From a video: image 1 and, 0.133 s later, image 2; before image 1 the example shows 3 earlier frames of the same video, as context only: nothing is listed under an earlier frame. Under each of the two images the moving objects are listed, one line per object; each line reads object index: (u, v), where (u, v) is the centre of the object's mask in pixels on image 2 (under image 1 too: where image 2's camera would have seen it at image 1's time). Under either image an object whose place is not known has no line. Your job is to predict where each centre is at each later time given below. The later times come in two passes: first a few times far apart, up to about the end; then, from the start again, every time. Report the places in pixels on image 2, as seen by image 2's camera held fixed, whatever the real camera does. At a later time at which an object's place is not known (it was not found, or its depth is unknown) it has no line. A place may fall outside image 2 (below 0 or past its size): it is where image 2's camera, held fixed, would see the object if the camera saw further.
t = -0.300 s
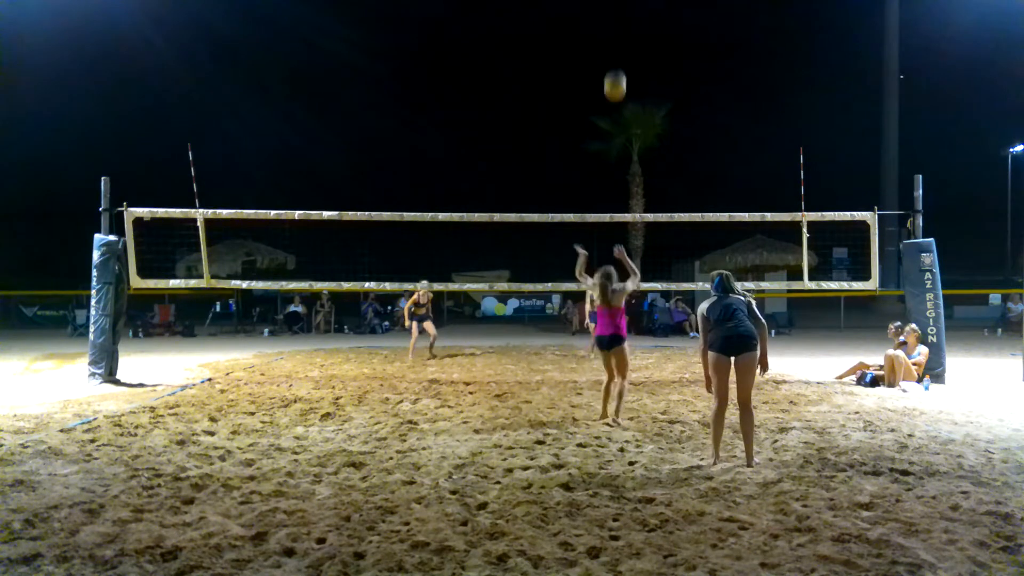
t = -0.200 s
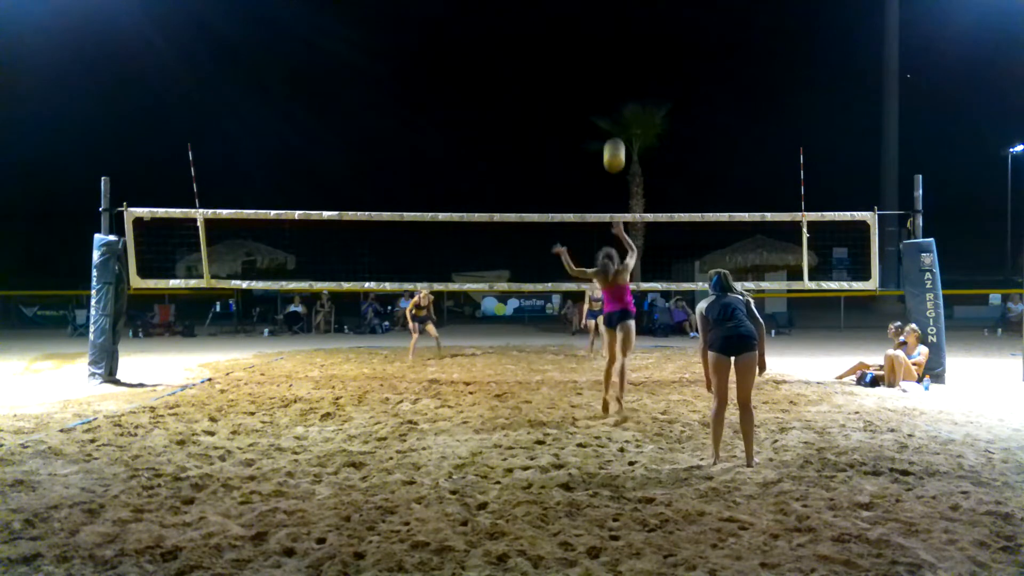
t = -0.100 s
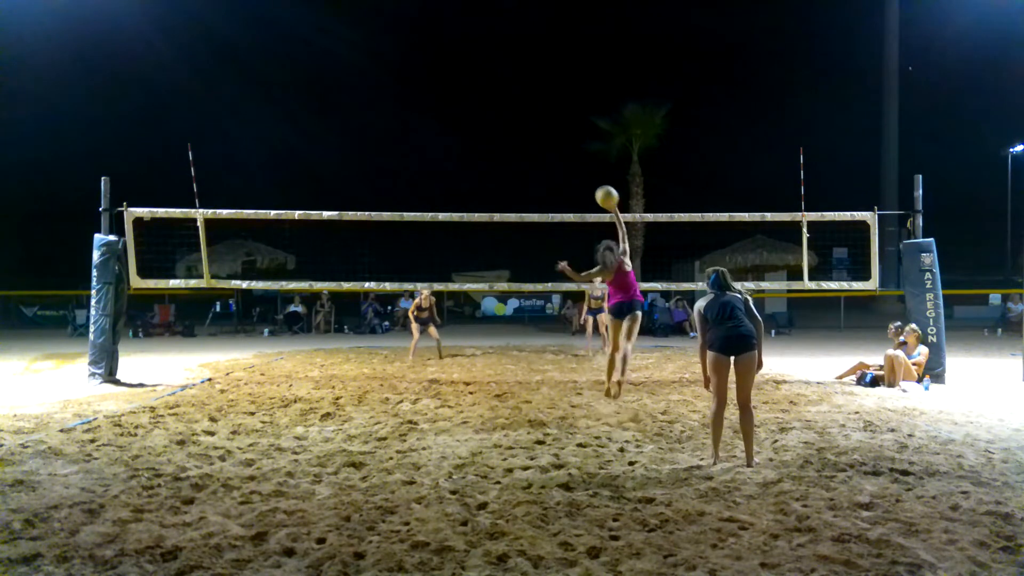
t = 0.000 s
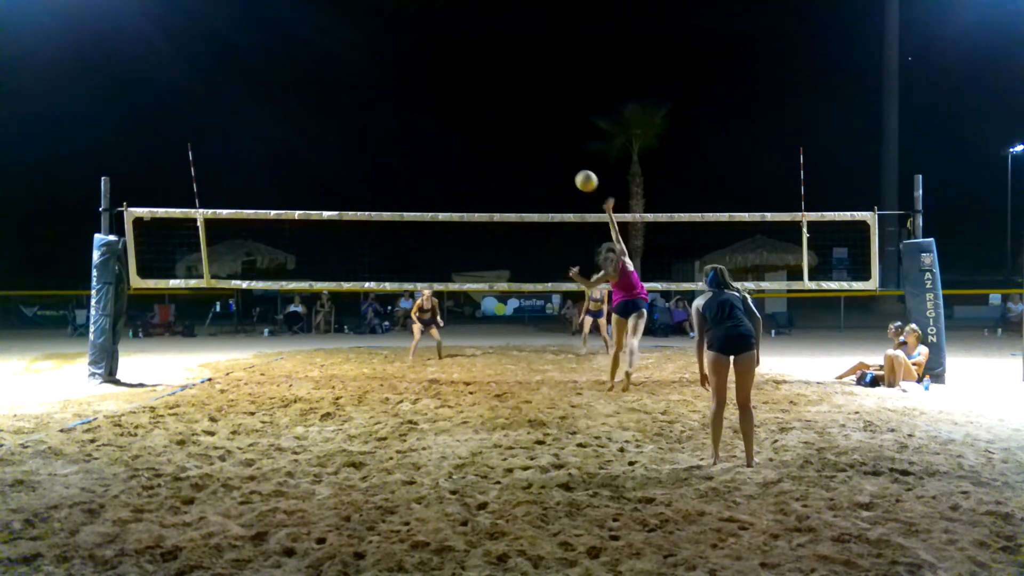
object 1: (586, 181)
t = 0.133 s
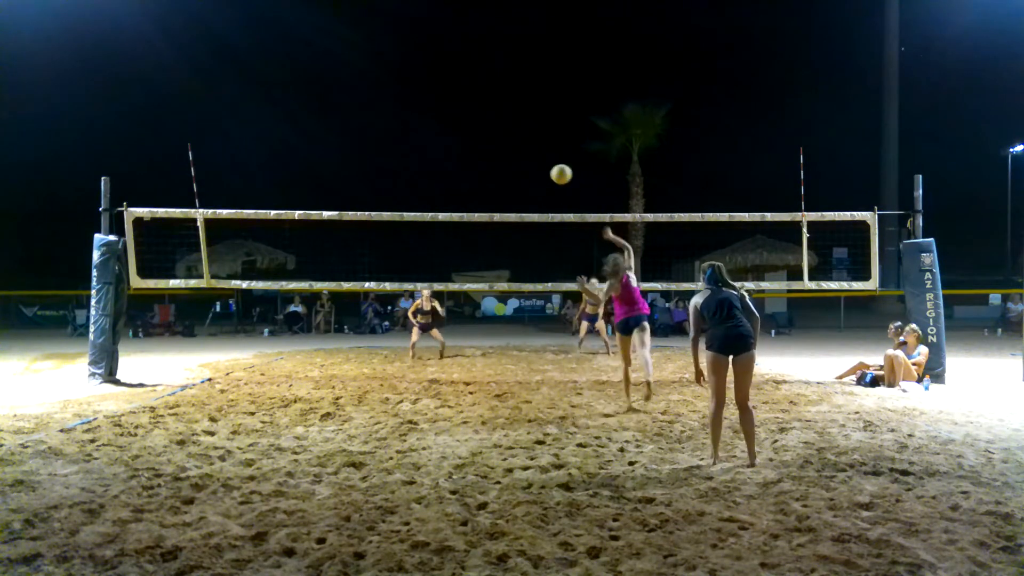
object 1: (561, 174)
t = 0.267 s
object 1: (538, 183)
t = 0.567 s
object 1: (494, 248)
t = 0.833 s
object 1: (475, 294)
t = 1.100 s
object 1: (458, 379)
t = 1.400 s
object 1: (485, 388)
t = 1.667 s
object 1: (504, 394)
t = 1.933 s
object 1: (524, 398)
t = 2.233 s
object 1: (537, 399)
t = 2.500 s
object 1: (539, 400)
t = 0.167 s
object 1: (555, 175)
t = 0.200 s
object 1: (549, 176)
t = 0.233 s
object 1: (544, 179)
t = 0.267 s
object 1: (538, 183)
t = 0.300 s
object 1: (533, 187)
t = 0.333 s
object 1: (528, 192)
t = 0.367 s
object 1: (522, 198)
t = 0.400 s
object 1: (518, 204)
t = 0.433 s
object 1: (513, 211)
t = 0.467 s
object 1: (507, 220)
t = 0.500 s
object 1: (503, 229)
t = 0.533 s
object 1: (499, 238)
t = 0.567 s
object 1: (494, 248)
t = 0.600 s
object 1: (490, 257)
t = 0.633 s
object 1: (487, 263)
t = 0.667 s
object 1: (485, 268)
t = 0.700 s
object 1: (483, 272)
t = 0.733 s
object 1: (481, 275)
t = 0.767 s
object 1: (480, 281)
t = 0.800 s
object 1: (477, 287)
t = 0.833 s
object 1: (475, 294)
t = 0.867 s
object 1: (473, 301)
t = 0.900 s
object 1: (472, 309)
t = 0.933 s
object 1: (470, 318)
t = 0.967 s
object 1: (468, 328)
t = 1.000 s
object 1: (466, 340)
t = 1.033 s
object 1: (463, 351)
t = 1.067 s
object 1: (460, 365)
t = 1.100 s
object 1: (458, 379)
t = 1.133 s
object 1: (460, 384)
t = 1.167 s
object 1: (462, 382)
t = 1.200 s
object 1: (465, 380)
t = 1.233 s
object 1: (468, 379)
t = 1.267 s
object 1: (471, 379)
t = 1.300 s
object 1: (474, 379)
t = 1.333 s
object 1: (477, 381)
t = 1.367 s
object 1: (481, 384)
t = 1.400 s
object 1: (485, 388)
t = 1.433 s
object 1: (487, 390)
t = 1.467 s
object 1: (489, 390)
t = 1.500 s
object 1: (491, 391)
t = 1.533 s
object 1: (494, 392)
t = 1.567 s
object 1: (497, 393)
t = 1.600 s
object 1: (499, 393)
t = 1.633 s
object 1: (501, 394)
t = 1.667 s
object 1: (504, 394)
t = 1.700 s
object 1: (507, 395)
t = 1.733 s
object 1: (509, 394)
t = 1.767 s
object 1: (512, 394)
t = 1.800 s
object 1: (515, 395)
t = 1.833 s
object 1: (518, 395)
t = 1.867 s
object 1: (520, 395)
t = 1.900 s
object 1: (522, 395)
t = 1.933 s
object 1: (524, 398)
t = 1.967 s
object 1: (525, 397)
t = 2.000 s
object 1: (528, 396)
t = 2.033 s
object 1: (529, 396)
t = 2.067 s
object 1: (531, 397)
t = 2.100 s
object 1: (532, 398)
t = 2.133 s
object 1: (534, 398)
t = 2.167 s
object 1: (535, 398)
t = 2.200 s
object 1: (536, 398)
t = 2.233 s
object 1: (537, 399)
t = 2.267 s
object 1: (538, 399)
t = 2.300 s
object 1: (538, 400)
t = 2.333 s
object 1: (538, 400)
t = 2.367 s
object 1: (538, 400)
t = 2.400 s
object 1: (539, 400)
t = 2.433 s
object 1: (539, 400)
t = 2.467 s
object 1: (539, 400)
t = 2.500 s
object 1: (539, 400)
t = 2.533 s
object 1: (539, 400)
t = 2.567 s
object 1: (539, 400)
